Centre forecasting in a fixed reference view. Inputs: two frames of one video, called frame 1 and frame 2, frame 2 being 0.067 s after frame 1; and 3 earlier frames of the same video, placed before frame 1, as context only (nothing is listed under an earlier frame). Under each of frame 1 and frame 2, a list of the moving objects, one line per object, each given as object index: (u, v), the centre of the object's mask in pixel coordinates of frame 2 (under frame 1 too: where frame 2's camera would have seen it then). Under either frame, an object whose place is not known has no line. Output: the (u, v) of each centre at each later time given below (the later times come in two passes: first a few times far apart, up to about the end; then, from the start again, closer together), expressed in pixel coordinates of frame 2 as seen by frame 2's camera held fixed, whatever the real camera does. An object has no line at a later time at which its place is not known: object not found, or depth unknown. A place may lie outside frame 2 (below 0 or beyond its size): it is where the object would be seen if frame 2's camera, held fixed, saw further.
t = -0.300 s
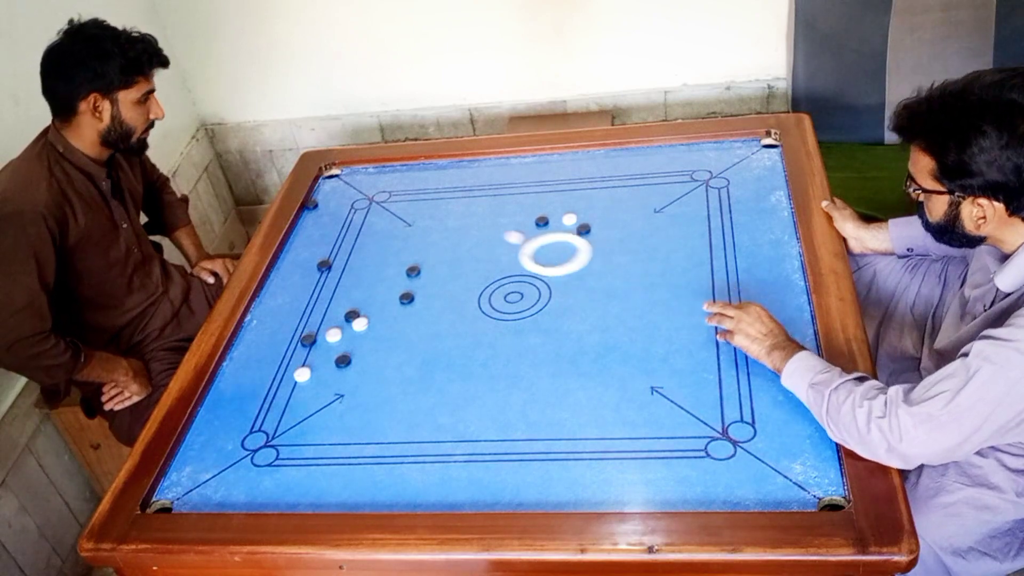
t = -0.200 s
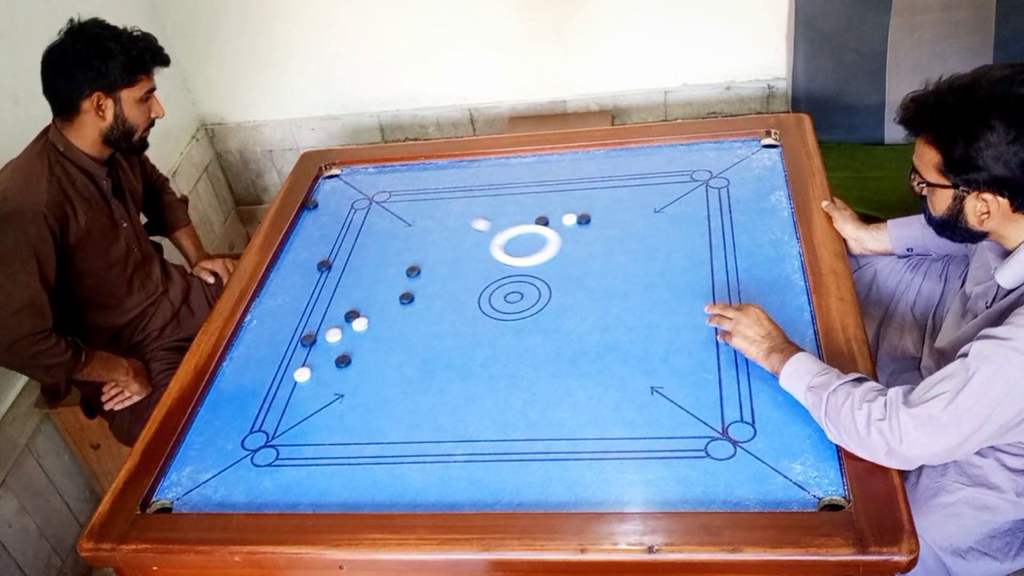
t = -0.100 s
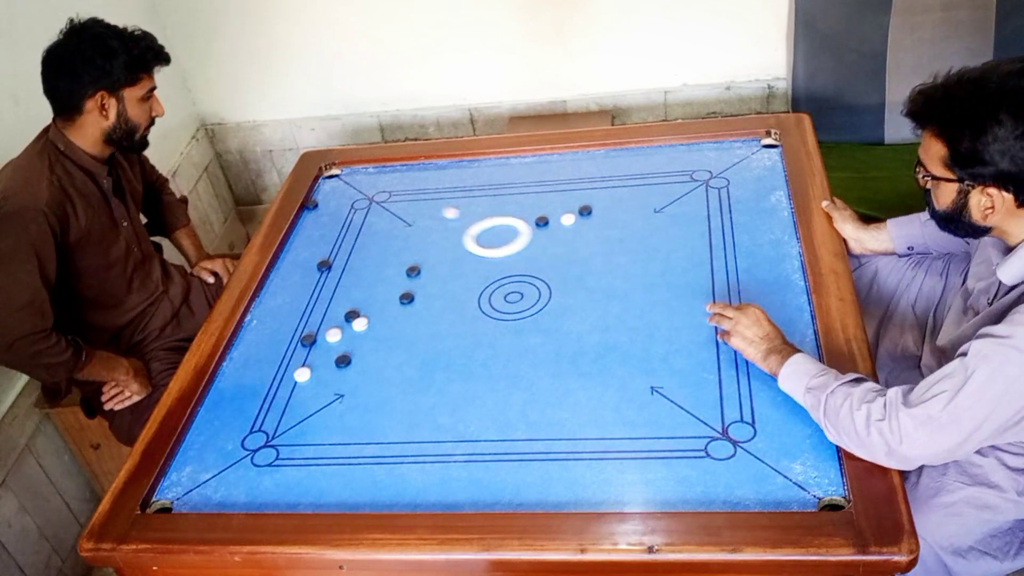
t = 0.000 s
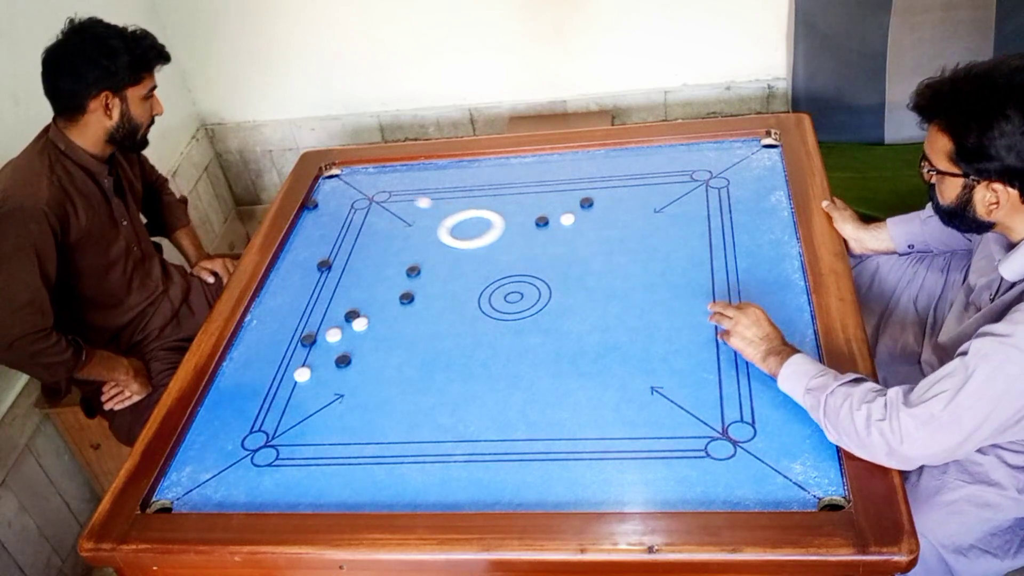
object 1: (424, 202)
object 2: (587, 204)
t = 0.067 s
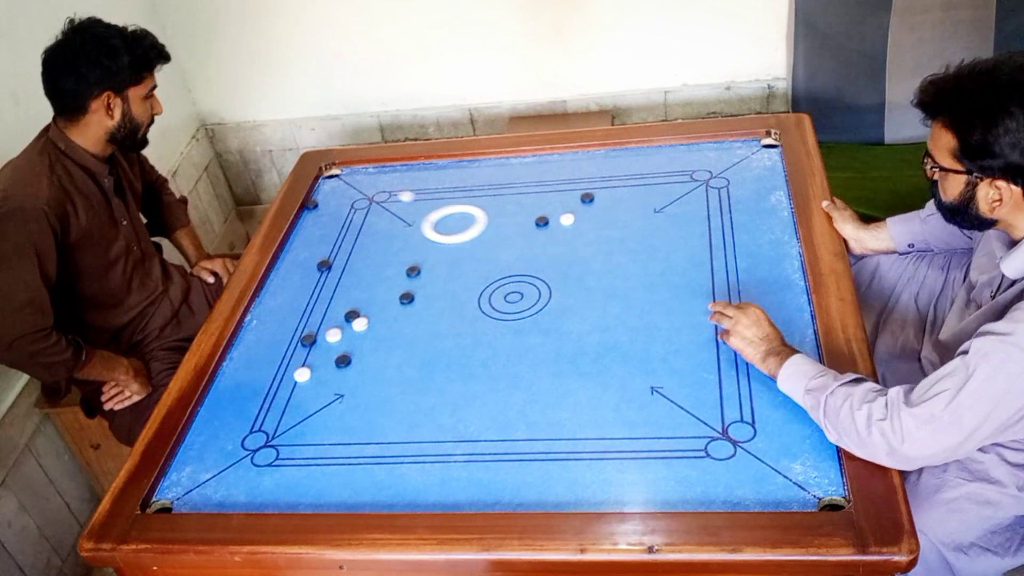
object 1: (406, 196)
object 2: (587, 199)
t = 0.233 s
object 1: (366, 181)
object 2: (589, 187)
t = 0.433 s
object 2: (591, 177)
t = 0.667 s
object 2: (593, 167)
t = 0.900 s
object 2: (595, 161)
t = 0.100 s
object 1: (399, 192)
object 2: (587, 196)
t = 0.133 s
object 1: (390, 190)
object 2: (588, 194)
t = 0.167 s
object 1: (382, 187)
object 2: (588, 191)
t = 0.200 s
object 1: (374, 184)
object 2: (589, 189)
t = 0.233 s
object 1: (366, 181)
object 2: (589, 187)
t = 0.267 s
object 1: (360, 178)
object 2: (590, 185)
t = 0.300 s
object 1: (352, 176)
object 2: (590, 183)
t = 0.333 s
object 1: (346, 173)
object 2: (590, 181)
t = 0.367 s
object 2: (590, 179)
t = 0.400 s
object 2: (591, 178)
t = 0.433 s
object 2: (591, 177)
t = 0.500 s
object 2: (591, 174)
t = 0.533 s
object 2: (592, 172)
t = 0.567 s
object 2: (592, 171)
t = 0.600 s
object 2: (592, 170)
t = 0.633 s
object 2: (593, 168)
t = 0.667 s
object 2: (593, 167)
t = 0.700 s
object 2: (593, 166)
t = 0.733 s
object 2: (593, 165)
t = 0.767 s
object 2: (593, 164)
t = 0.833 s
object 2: (594, 163)
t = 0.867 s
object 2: (594, 162)
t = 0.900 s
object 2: (595, 161)
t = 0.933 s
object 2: (595, 161)
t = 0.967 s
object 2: (595, 160)
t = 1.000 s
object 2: (595, 159)
